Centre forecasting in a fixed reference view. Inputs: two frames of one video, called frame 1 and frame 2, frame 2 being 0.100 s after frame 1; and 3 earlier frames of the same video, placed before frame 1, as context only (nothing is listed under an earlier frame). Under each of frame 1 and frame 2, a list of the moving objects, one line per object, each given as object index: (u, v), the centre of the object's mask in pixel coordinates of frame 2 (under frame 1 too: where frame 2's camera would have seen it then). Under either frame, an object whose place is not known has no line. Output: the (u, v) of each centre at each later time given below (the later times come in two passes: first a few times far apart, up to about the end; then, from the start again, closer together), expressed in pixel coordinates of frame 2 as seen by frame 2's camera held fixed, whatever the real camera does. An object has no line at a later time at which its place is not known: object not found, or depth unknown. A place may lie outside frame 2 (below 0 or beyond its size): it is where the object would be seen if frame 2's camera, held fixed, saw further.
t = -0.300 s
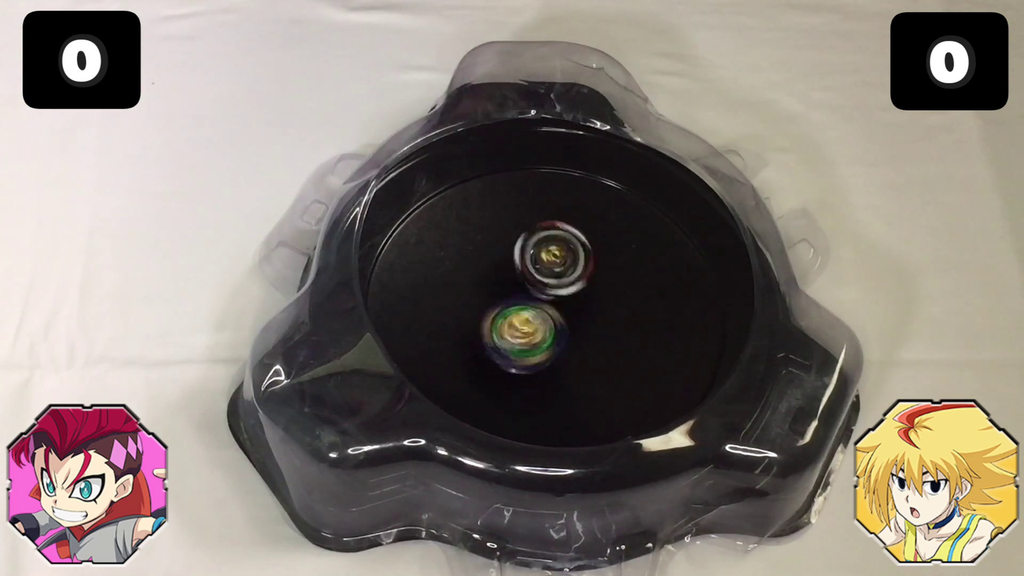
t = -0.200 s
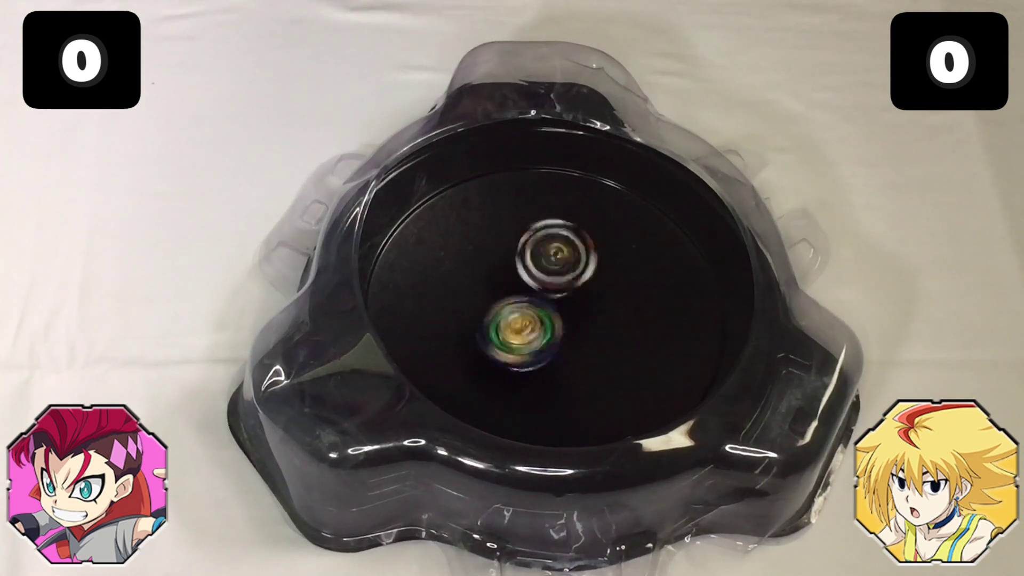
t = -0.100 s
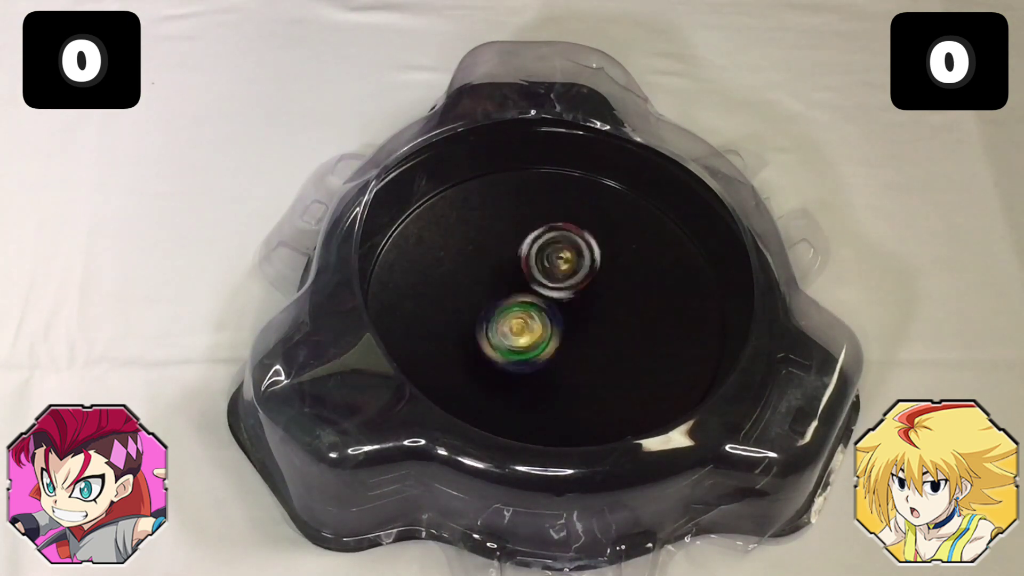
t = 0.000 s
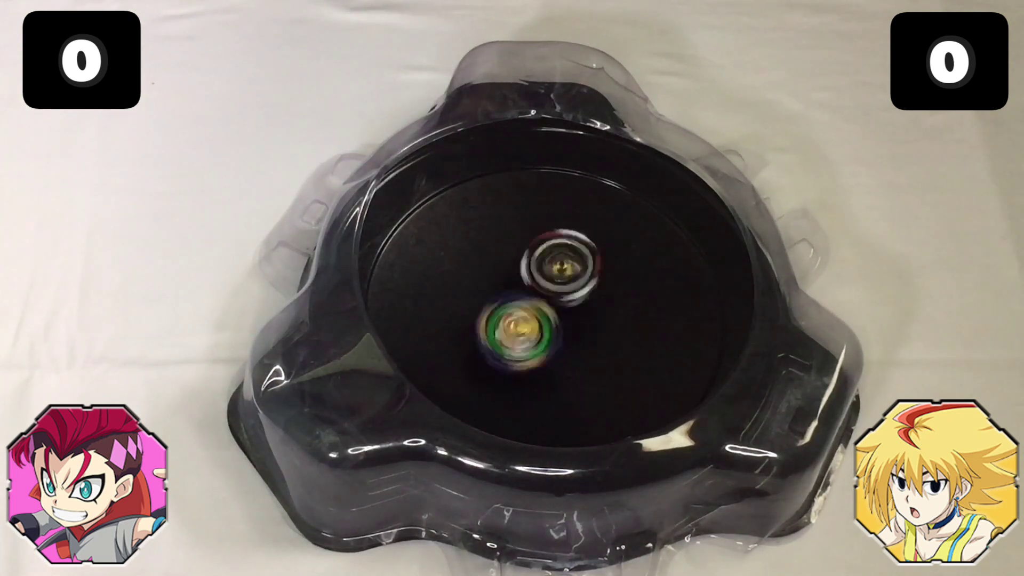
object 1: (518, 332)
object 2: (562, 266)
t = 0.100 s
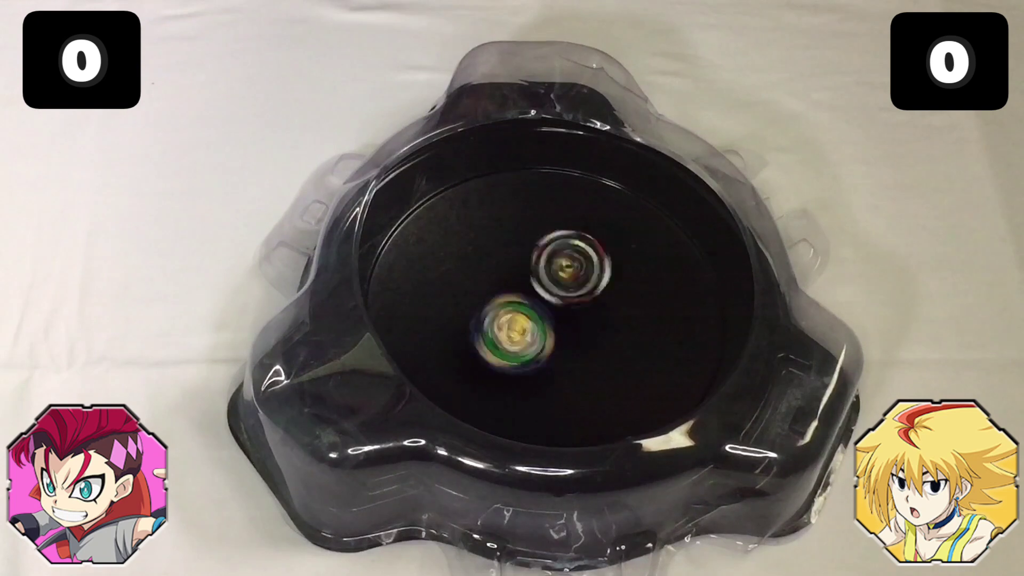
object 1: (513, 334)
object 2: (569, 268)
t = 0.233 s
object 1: (513, 330)
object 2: (574, 273)
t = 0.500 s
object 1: (505, 325)
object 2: (591, 278)
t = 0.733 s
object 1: (518, 320)
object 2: (604, 275)
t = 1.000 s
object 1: (515, 316)
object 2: (584, 274)
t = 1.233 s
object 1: (514, 324)
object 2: (588, 249)
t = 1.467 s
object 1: (529, 313)
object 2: (593, 258)
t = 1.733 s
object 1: (537, 318)
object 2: (601, 274)
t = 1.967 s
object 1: (509, 324)
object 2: (644, 280)
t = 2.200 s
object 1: (511, 327)
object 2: (638, 278)
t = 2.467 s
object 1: (518, 307)
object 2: (606, 293)
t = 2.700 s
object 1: (522, 305)
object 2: (601, 294)
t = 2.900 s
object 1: (523, 305)
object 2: (594, 291)
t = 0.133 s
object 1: (514, 333)
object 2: (567, 269)
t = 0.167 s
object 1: (515, 333)
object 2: (568, 268)
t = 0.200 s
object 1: (514, 332)
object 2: (570, 270)
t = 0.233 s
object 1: (513, 330)
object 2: (574, 273)
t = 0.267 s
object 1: (511, 329)
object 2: (575, 275)
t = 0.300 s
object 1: (505, 333)
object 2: (582, 273)
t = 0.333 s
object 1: (504, 335)
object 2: (589, 272)
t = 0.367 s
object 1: (505, 336)
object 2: (590, 275)
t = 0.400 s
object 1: (506, 333)
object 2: (588, 276)
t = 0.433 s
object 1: (506, 331)
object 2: (590, 275)
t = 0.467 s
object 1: (504, 328)
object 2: (592, 276)
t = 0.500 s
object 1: (505, 325)
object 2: (591, 278)
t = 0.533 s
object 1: (508, 323)
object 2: (590, 279)
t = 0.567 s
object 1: (511, 321)
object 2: (588, 281)
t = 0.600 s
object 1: (514, 318)
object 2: (588, 280)
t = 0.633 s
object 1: (511, 320)
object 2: (601, 277)
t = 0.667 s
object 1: (512, 322)
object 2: (603, 276)
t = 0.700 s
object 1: (515, 322)
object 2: (605, 275)
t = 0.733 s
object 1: (518, 320)
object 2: (604, 275)
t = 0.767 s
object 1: (519, 318)
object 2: (602, 275)
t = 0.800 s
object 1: (518, 316)
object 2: (601, 275)
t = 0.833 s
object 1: (517, 315)
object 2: (599, 275)
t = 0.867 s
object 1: (515, 315)
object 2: (594, 276)
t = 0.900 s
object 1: (514, 315)
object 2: (591, 276)
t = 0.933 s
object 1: (514, 316)
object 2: (588, 275)
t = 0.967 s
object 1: (515, 316)
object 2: (586, 274)
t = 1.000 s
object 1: (515, 316)
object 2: (584, 274)
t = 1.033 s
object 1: (516, 315)
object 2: (580, 273)
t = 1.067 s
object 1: (512, 315)
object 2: (577, 270)
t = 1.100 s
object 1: (514, 318)
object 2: (578, 267)
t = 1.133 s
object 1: (516, 321)
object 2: (580, 262)
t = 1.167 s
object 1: (515, 324)
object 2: (585, 259)
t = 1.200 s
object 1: (513, 323)
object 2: (587, 256)
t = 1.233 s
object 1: (514, 324)
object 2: (588, 249)
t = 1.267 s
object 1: (516, 321)
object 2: (592, 246)
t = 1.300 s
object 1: (516, 320)
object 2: (594, 250)
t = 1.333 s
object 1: (517, 319)
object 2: (592, 252)
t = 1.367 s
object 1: (519, 318)
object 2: (594, 251)
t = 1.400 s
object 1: (521, 317)
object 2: (595, 252)
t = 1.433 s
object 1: (526, 315)
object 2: (593, 255)
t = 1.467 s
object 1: (529, 313)
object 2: (593, 258)
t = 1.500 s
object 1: (530, 312)
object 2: (598, 260)
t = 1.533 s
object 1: (530, 313)
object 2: (606, 261)
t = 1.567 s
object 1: (529, 315)
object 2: (608, 264)
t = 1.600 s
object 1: (528, 317)
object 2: (603, 269)
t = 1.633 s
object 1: (531, 318)
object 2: (596, 272)
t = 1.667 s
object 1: (533, 318)
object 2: (597, 271)
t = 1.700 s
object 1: (535, 319)
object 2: (598, 272)
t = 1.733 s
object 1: (537, 318)
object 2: (601, 274)
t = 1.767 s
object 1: (537, 317)
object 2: (605, 279)
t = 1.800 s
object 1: (536, 317)
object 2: (606, 282)
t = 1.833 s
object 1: (534, 317)
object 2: (611, 287)
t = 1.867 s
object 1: (522, 319)
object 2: (625, 288)
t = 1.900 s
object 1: (517, 324)
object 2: (633, 284)
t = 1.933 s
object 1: (512, 326)
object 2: (639, 282)
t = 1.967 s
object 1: (509, 324)
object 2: (644, 280)
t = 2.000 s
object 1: (509, 325)
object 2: (644, 281)
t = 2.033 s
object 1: (512, 327)
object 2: (643, 281)
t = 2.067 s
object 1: (513, 328)
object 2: (639, 282)
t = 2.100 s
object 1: (511, 329)
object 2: (638, 281)
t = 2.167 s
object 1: (511, 327)
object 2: (638, 278)
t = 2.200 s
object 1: (511, 327)
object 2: (638, 278)
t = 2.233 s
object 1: (513, 326)
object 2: (635, 280)
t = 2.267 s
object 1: (513, 325)
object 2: (632, 281)
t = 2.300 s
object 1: (517, 322)
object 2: (629, 283)
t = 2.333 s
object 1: (519, 319)
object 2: (622, 285)
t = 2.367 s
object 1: (521, 315)
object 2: (614, 288)
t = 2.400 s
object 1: (525, 311)
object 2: (607, 292)
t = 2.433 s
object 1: (521, 309)
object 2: (605, 293)
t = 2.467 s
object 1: (518, 307)
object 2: (606, 293)
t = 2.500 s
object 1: (519, 305)
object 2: (607, 293)
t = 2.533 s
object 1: (520, 304)
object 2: (606, 294)
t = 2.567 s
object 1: (521, 304)
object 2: (604, 294)
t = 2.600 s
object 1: (521, 306)
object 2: (605, 294)
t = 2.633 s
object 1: (521, 307)
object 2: (605, 294)
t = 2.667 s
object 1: (522, 306)
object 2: (603, 294)
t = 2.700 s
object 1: (522, 305)
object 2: (601, 294)
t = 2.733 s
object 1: (522, 305)
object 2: (598, 294)
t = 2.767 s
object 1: (522, 305)
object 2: (596, 293)
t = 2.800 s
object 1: (522, 304)
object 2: (594, 292)
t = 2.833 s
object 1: (523, 305)
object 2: (593, 292)
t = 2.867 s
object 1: (523, 305)
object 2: (593, 291)
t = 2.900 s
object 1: (523, 305)
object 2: (594, 291)
